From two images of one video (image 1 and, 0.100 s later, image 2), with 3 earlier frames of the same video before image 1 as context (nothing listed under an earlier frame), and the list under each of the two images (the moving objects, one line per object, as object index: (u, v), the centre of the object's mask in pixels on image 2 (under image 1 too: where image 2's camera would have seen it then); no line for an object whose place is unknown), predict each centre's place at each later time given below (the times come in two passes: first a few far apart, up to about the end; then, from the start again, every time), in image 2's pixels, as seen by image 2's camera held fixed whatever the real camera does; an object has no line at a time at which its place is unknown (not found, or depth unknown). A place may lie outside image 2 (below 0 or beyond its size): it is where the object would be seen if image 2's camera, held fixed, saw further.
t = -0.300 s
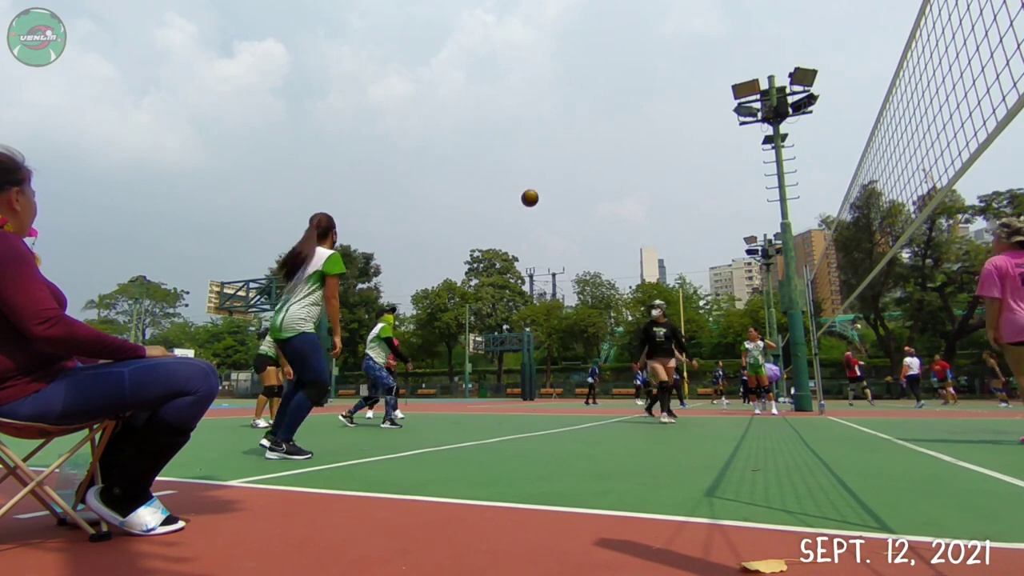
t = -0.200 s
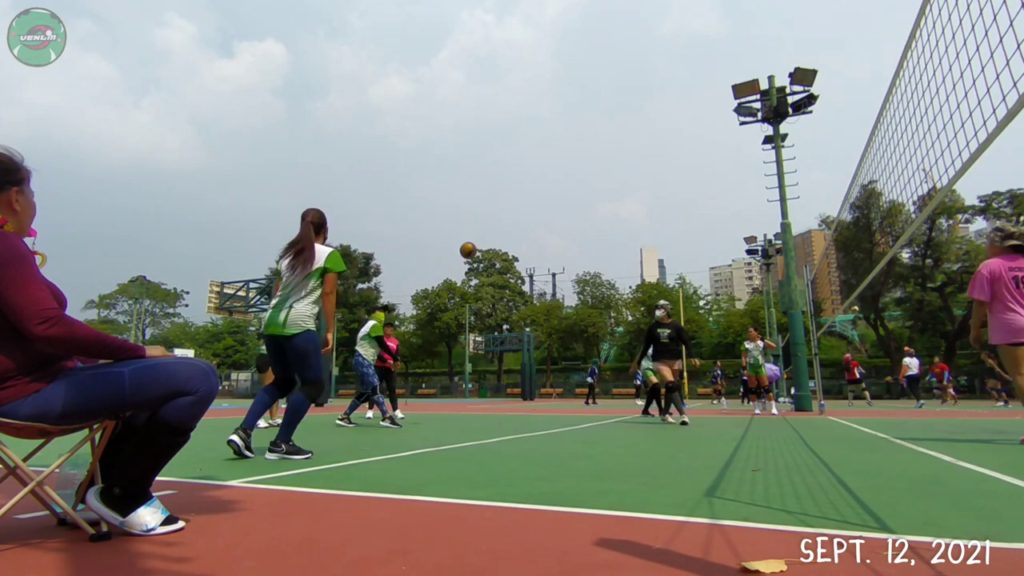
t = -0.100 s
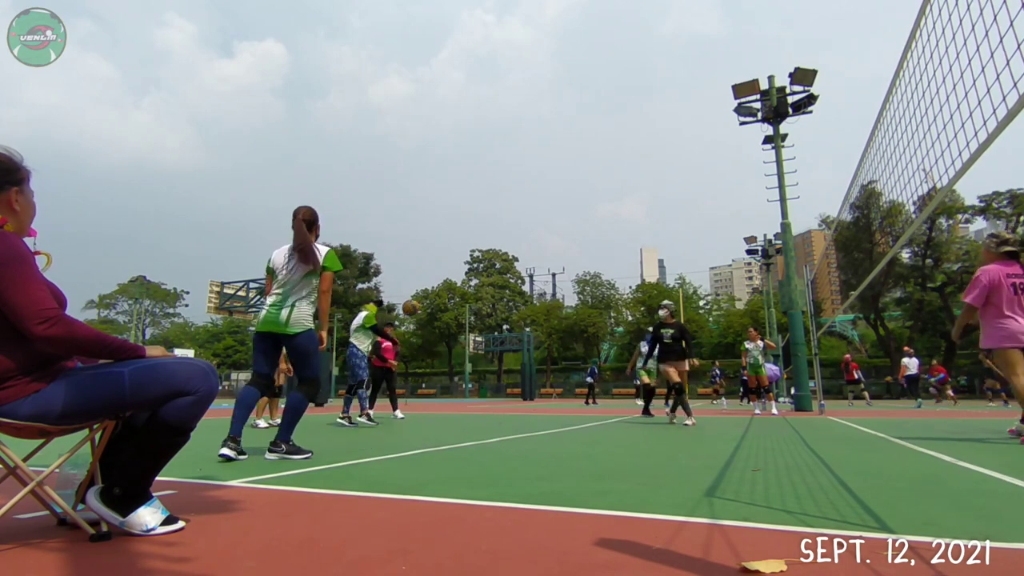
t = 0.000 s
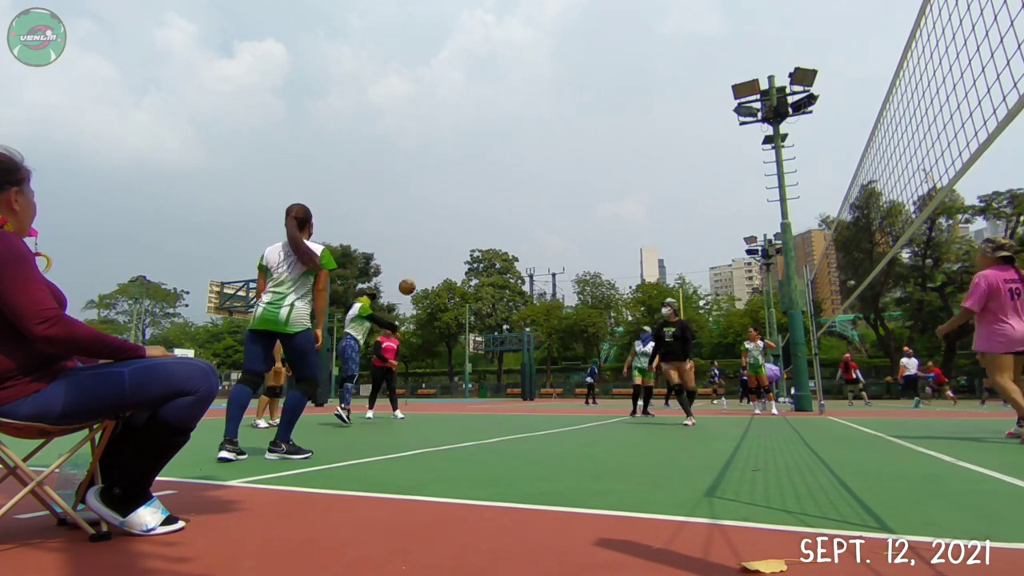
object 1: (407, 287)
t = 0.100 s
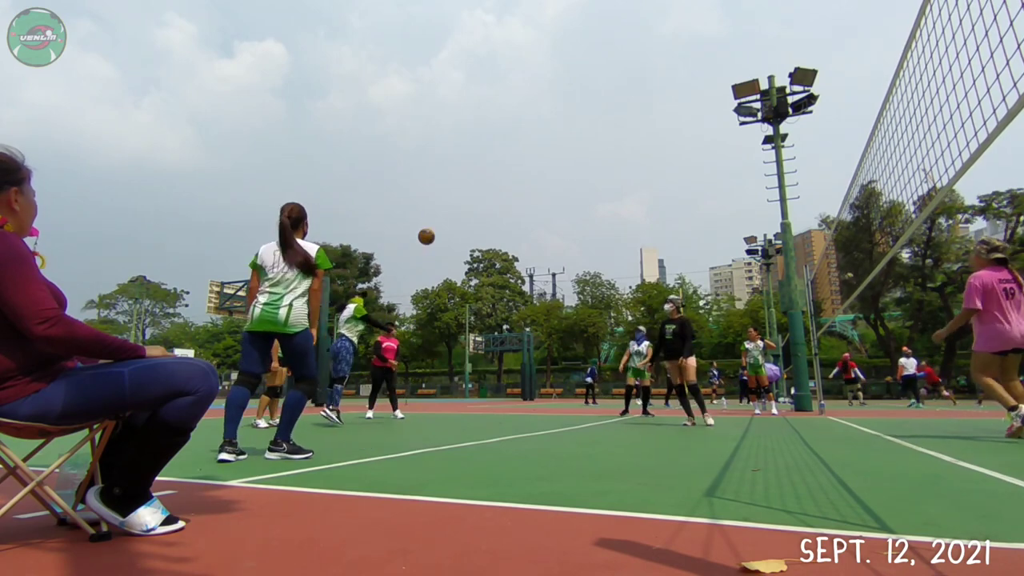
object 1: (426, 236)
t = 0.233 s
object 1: (451, 181)
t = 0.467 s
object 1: (495, 116)
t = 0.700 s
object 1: (539, 90)
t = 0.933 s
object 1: (586, 105)
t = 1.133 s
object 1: (630, 156)
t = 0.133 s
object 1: (432, 221)
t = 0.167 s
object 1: (439, 207)
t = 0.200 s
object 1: (445, 193)
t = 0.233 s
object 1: (451, 181)
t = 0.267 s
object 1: (458, 169)
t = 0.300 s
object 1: (464, 158)
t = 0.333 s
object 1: (470, 148)
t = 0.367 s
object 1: (476, 139)
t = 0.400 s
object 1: (483, 130)
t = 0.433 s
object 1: (489, 123)
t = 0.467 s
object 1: (495, 116)
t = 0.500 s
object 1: (501, 110)
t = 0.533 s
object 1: (508, 105)
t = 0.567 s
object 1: (514, 100)
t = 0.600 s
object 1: (520, 96)
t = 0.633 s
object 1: (527, 93)
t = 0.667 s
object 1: (533, 91)
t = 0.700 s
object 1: (539, 90)
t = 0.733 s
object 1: (546, 89)
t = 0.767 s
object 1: (553, 89)
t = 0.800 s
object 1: (559, 91)
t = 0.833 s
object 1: (566, 93)
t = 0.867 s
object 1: (573, 96)
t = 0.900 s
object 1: (580, 100)
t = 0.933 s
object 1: (586, 105)
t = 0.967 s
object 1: (593, 111)
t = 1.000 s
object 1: (600, 118)
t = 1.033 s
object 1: (608, 126)
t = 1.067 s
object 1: (615, 135)
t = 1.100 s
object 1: (622, 145)
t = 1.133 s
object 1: (630, 156)
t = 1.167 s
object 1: (638, 168)
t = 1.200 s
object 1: (646, 181)
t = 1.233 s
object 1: (655, 196)
